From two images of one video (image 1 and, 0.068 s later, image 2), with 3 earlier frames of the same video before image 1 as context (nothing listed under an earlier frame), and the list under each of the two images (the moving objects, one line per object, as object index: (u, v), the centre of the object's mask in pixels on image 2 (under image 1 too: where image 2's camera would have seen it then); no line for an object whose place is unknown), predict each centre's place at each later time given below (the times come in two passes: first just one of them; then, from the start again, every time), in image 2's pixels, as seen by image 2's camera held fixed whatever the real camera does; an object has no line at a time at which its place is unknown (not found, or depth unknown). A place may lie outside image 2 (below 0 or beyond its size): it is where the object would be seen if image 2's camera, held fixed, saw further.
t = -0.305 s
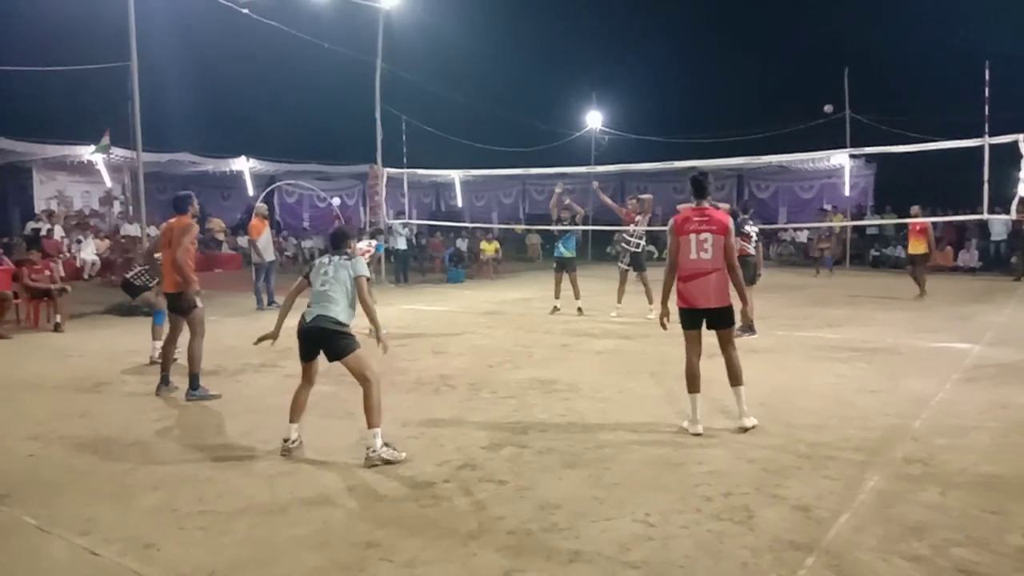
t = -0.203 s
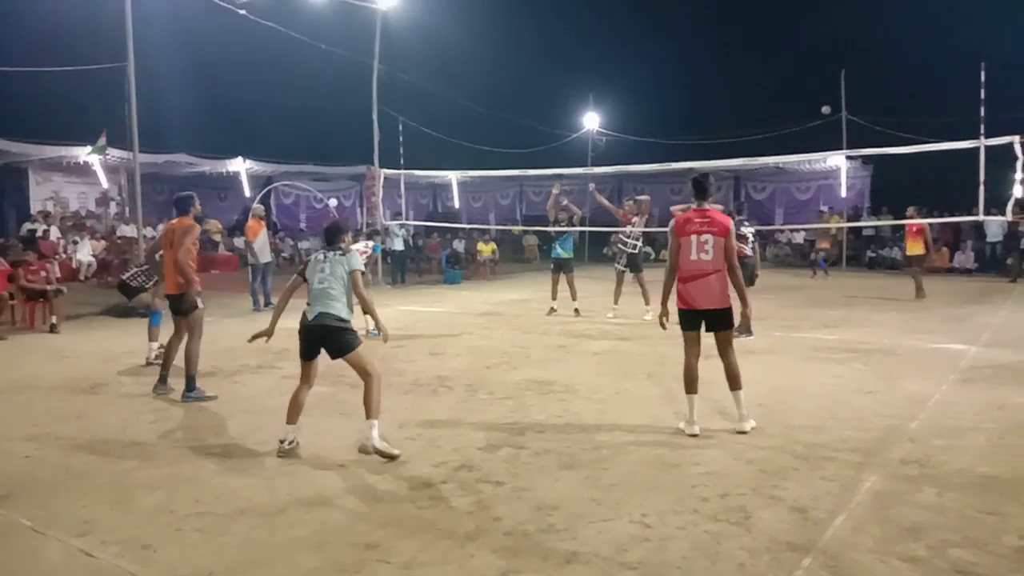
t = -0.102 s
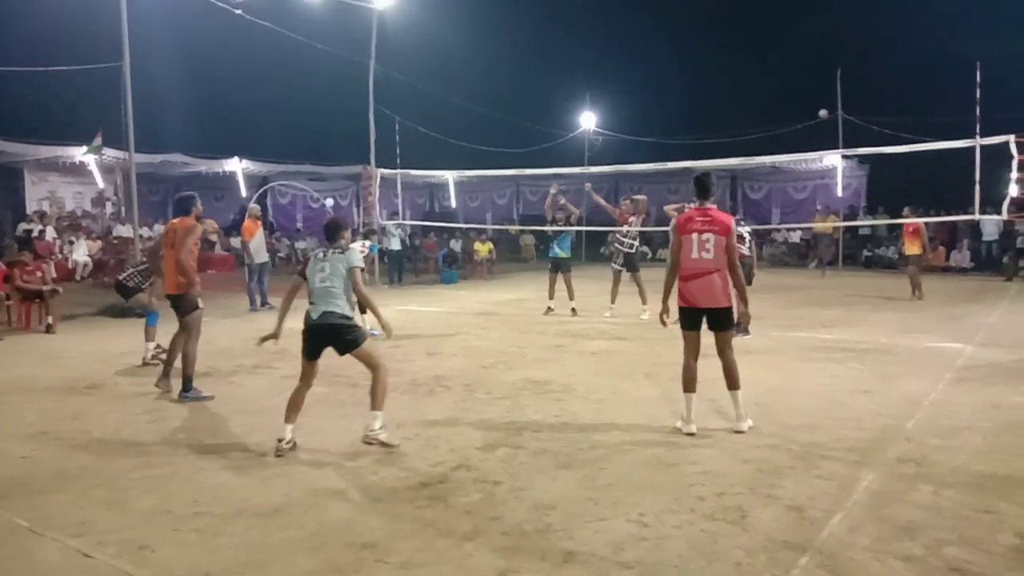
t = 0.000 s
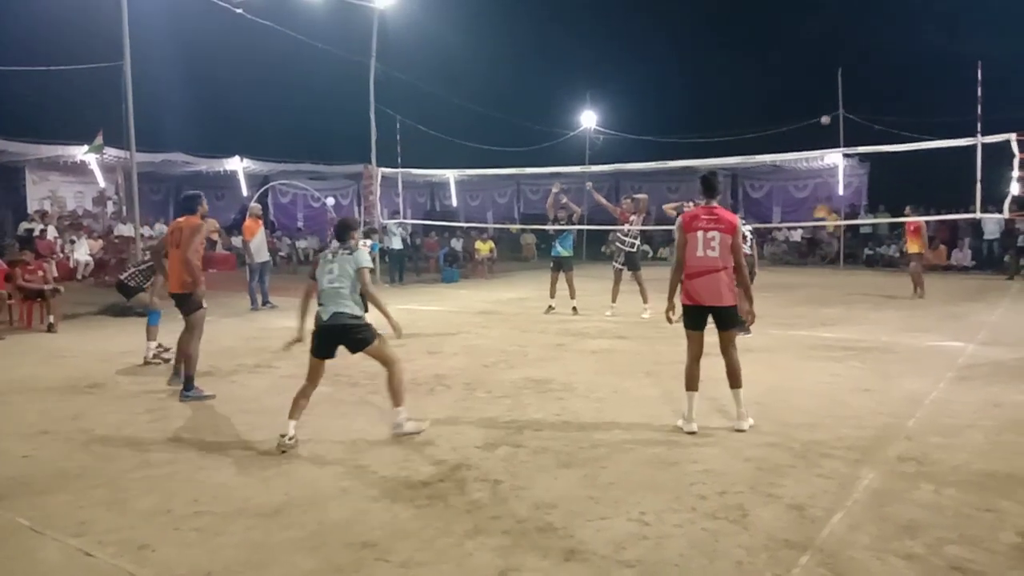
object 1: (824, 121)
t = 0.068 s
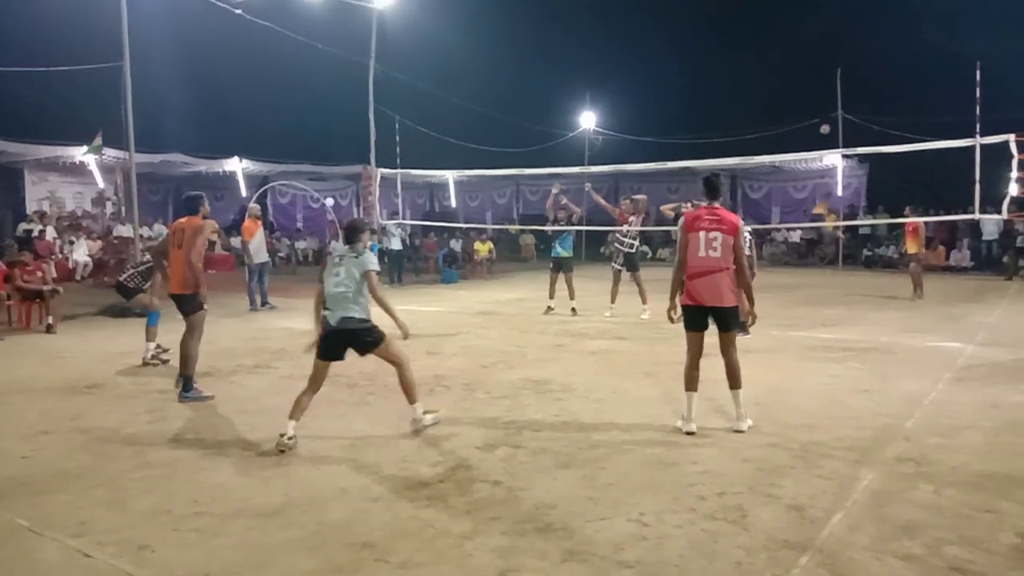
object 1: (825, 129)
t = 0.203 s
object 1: (826, 147)
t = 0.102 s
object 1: (825, 134)
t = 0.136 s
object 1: (826, 140)
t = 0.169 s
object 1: (826, 144)
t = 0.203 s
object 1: (826, 147)
